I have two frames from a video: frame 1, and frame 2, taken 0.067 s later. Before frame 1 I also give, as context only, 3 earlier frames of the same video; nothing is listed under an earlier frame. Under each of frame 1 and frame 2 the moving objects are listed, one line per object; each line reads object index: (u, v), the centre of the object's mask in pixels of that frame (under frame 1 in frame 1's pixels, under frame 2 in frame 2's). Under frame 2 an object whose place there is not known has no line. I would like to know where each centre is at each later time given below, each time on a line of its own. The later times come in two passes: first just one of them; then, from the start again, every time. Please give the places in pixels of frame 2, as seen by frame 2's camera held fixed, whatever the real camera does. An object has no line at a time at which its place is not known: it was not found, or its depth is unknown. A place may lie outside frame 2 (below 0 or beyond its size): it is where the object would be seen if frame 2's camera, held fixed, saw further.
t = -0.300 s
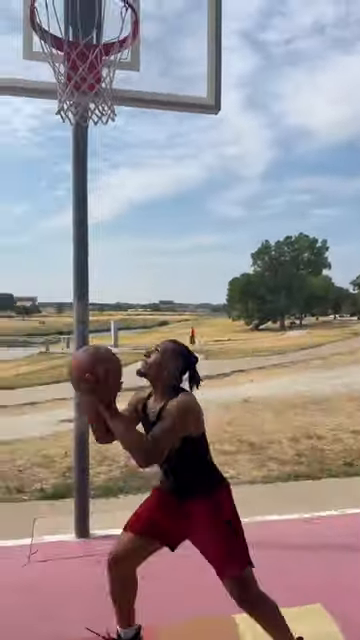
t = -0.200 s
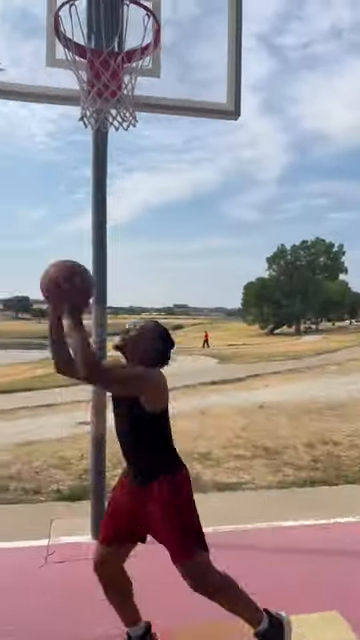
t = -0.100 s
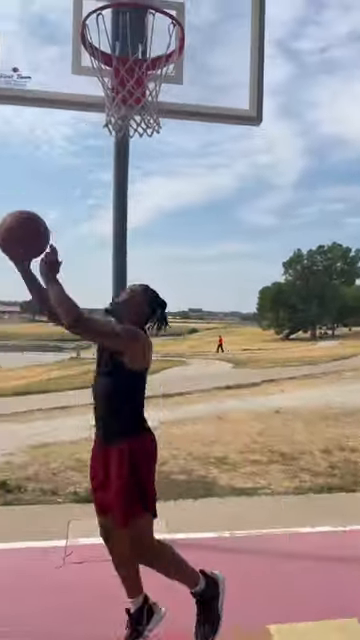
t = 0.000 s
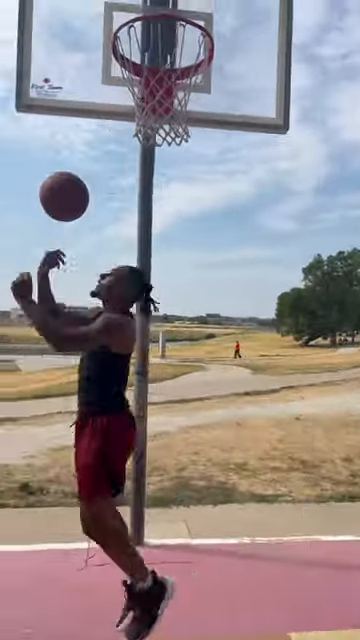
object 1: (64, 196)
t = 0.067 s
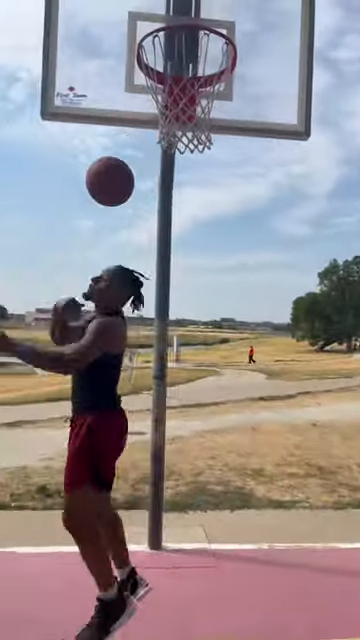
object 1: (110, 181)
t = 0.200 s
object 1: (159, 164)
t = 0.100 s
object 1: (122, 174)
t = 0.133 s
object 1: (134, 169)
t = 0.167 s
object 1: (146, 165)
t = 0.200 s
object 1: (159, 164)
